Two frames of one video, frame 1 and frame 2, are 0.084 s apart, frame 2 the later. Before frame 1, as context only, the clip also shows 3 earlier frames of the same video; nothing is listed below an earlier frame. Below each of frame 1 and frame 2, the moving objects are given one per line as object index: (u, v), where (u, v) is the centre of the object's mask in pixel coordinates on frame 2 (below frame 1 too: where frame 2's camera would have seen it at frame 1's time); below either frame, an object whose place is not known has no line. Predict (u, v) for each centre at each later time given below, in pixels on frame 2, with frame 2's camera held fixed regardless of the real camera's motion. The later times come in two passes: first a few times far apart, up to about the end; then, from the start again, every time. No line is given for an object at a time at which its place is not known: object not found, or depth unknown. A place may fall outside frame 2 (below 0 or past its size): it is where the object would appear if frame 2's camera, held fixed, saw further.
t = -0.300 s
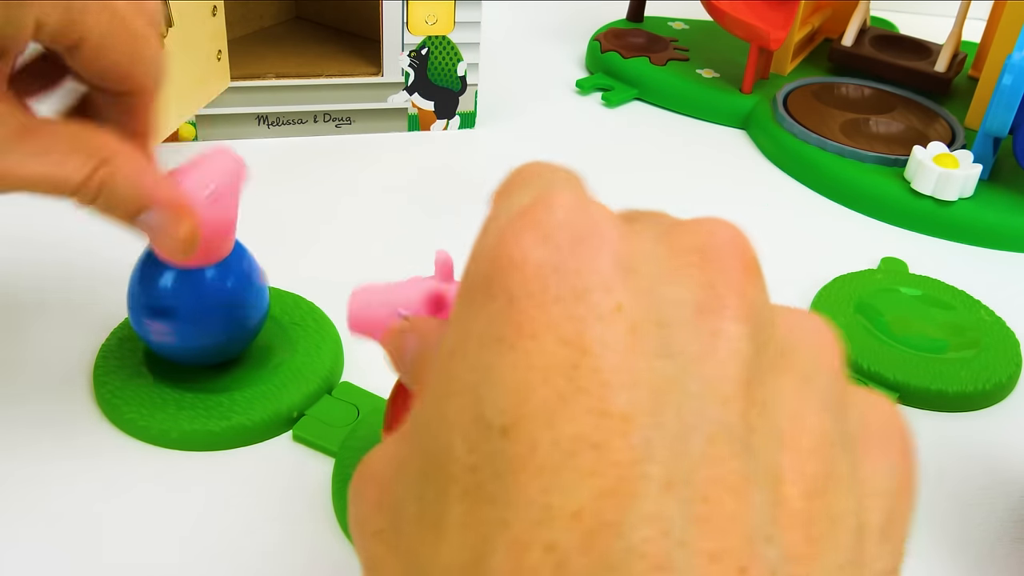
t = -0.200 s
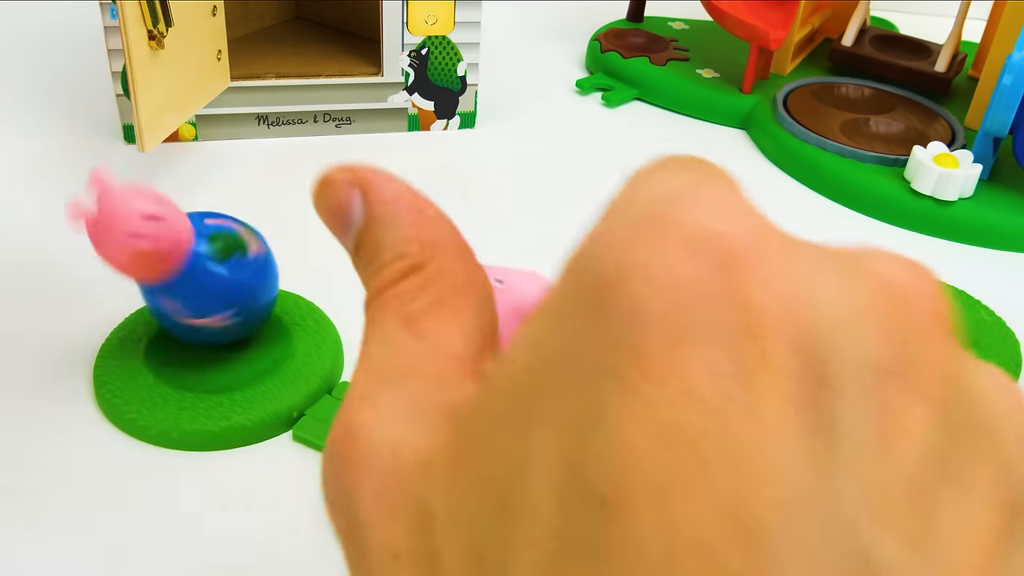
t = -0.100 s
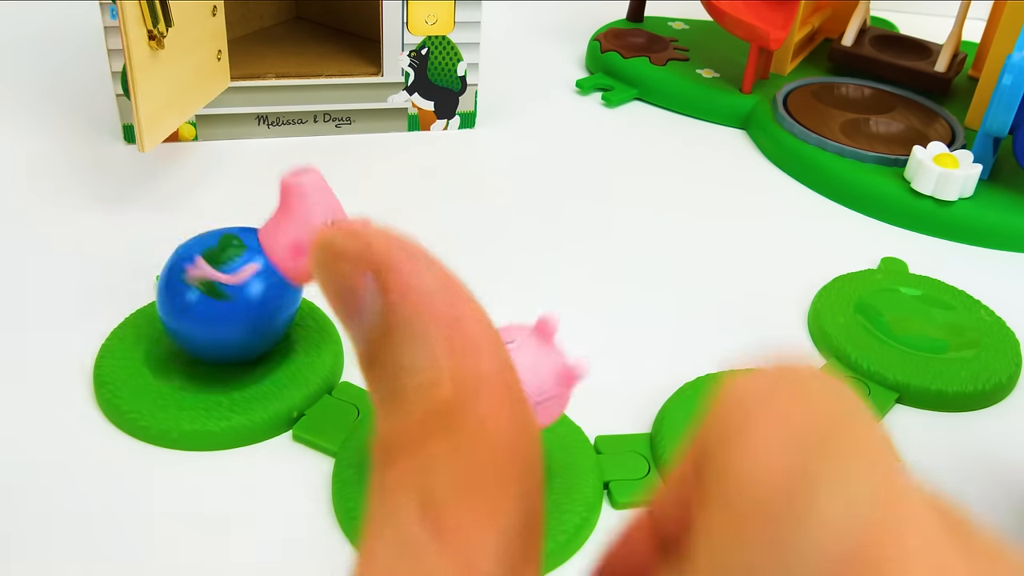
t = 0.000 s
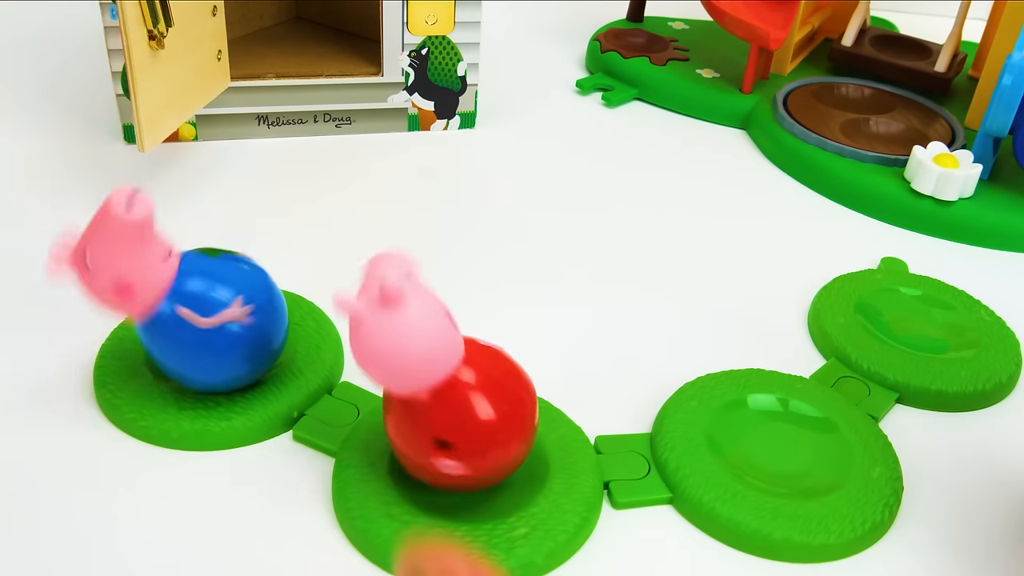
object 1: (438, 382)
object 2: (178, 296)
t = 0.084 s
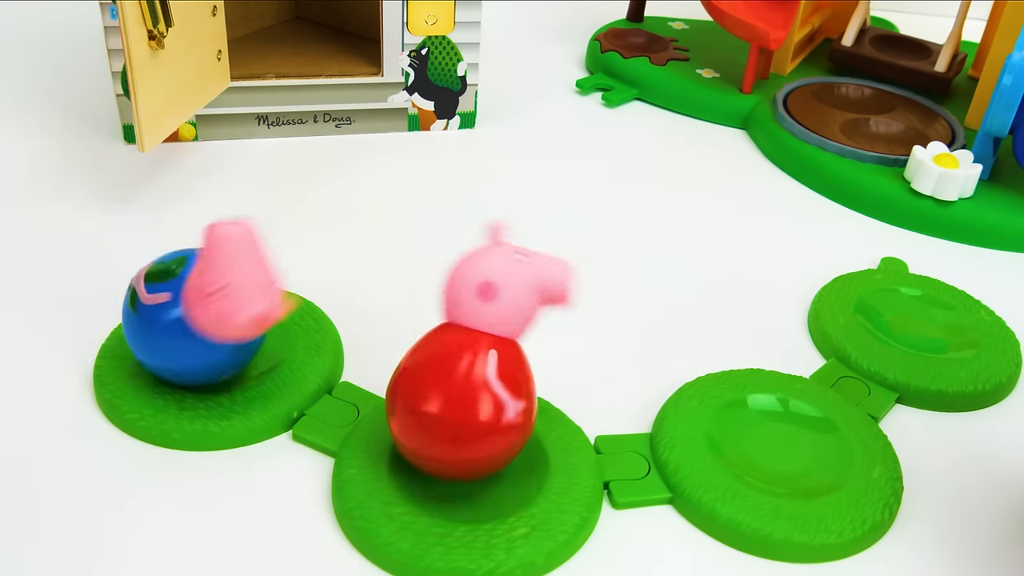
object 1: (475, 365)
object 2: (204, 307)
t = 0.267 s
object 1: (436, 390)
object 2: (162, 276)
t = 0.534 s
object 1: (474, 415)
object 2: (192, 300)
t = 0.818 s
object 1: (530, 418)
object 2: (164, 280)
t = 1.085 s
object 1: (474, 397)
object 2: (174, 283)
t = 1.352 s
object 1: (393, 413)
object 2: (221, 254)
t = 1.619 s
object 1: (489, 420)
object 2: (241, 294)
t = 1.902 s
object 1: (496, 367)
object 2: (179, 283)
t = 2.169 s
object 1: (460, 371)
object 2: (220, 262)
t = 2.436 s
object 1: (460, 418)
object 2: (168, 265)
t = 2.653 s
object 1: (488, 392)
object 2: (249, 265)
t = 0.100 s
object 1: (485, 366)
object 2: (211, 296)
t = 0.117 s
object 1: (493, 370)
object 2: (212, 285)
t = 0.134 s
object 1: (497, 376)
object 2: (207, 276)
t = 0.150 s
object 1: (496, 382)
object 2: (198, 269)
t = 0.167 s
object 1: (493, 388)
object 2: (186, 265)
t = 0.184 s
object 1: (486, 393)
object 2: (174, 262)
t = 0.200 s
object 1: (475, 398)
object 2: (165, 264)
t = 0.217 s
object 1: (465, 399)
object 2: (158, 265)
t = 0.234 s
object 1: (458, 398)
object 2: (154, 267)
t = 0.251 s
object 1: (447, 394)
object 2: (154, 271)
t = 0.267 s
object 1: (436, 390)
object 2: (162, 276)
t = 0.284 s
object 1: (429, 383)
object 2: (180, 280)
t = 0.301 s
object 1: (428, 376)
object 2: (206, 284)
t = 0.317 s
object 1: (431, 370)
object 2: (218, 284)
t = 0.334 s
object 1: (437, 365)
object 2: (232, 279)
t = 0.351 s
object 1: (445, 361)
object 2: (250, 275)
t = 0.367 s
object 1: (454, 359)
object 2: (262, 272)
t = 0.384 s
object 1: (464, 359)
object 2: (266, 268)
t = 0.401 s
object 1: (475, 360)
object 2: (264, 267)
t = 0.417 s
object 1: (485, 361)
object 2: (257, 267)
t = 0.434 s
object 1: (495, 367)
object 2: (248, 267)
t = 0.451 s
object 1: (500, 375)
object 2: (238, 267)
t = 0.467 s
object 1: (503, 384)
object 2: (226, 270)
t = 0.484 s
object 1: (502, 393)
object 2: (214, 273)
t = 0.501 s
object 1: (497, 403)
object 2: (206, 282)
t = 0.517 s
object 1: (485, 411)
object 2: (197, 290)
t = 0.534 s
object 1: (474, 415)
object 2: (192, 300)
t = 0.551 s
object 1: (463, 416)
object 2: (191, 308)
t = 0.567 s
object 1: (449, 418)
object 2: (198, 315)
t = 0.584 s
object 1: (436, 417)
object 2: (205, 319)
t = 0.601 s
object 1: (428, 412)
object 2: (207, 315)
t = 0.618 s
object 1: (424, 406)
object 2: (210, 306)
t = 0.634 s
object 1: (424, 398)
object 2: (213, 298)
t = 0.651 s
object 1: (429, 392)
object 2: (213, 289)
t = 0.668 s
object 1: (438, 386)
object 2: (209, 281)
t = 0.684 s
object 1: (450, 384)
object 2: (202, 274)
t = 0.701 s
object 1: (461, 382)
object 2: (193, 269)
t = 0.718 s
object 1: (473, 381)
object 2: (182, 267)
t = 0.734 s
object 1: (485, 382)
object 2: (171, 266)
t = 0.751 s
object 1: (498, 384)
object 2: (161, 266)
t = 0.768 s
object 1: (511, 389)
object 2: (153, 268)
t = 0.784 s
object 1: (521, 396)
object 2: (151, 271)
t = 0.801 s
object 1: (528, 406)
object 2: (155, 276)
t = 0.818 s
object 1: (530, 418)
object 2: (164, 280)
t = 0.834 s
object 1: (528, 431)
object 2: (178, 283)
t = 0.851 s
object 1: (516, 440)
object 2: (197, 285)
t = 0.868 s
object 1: (500, 447)
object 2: (218, 288)
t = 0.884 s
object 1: (483, 450)
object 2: (229, 289)
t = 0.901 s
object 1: (467, 451)
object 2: (248, 285)
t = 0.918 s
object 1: (453, 450)
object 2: (264, 279)
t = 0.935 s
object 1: (440, 444)
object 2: (274, 274)
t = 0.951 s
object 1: (431, 437)
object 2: (277, 271)
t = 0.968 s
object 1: (426, 427)
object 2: (272, 270)
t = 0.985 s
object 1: (423, 418)
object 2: (263, 271)
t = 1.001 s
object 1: (426, 409)
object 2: (251, 272)
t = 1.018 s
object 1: (434, 404)
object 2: (239, 272)
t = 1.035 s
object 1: (444, 400)
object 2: (224, 271)
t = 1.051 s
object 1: (454, 398)
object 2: (208, 272)
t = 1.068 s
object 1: (464, 397)
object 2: (190, 275)
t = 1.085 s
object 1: (474, 397)
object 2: (174, 283)
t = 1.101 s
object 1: (485, 397)
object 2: (160, 292)
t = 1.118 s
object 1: (497, 399)
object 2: (150, 302)
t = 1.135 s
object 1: (509, 402)
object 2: (146, 314)
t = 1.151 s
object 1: (519, 407)
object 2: (146, 321)
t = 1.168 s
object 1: (528, 417)
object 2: (154, 325)
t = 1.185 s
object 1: (535, 427)
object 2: (167, 324)
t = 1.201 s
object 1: (534, 437)
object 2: (178, 319)
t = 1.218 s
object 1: (526, 444)
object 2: (185, 312)
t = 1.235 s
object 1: (512, 450)
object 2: (198, 306)
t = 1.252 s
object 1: (492, 454)
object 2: (211, 296)
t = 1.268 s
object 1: (471, 454)
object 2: (221, 286)
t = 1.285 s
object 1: (456, 450)
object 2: (225, 277)
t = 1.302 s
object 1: (435, 445)
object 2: (228, 268)
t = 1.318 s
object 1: (415, 437)
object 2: (227, 262)
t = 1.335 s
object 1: (402, 426)
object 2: (224, 258)
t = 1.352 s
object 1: (393, 413)
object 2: (221, 254)
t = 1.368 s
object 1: (391, 403)
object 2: (219, 252)
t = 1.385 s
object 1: (395, 395)
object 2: (216, 253)
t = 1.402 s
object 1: (402, 388)
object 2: (212, 254)
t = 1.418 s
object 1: (411, 382)
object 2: (207, 255)
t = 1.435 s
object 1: (423, 380)
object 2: (204, 258)
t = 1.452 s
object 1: (434, 378)
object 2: (202, 262)
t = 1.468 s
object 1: (446, 379)
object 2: (202, 268)
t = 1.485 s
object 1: (456, 379)
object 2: (204, 273)
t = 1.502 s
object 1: (467, 382)
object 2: (208, 279)
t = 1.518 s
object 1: (476, 385)
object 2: (215, 285)
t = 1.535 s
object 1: (484, 390)
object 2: (226, 293)
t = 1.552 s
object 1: (490, 395)
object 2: (233, 297)
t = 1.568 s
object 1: (494, 401)
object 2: (240, 299)
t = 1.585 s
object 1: (495, 408)
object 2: (244, 298)
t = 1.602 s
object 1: (495, 415)
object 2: (245, 297)
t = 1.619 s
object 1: (489, 420)
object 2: (241, 294)
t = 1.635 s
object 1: (480, 424)
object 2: (235, 291)
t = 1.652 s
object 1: (467, 425)
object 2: (227, 287)
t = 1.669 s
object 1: (454, 423)
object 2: (218, 283)
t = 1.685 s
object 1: (441, 419)
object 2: (208, 279)
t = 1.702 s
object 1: (429, 416)
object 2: (197, 276)
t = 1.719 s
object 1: (418, 411)
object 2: (186, 273)
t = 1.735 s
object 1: (410, 404)
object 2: (175, 274)
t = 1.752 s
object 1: (407, 394)
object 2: (163, 274)
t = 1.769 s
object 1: (409, 386)
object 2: (154, 277)
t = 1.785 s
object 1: (414, 378)
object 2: (147, 280)
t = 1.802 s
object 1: (423, 370)
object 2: (143, 283)
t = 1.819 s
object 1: (433, 365)
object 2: (141, 285)
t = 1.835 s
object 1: (446, 360)
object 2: (143, 286)
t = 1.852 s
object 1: (459, 359)
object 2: (148, 286)
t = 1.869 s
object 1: (472, 360)
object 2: (157, 286)
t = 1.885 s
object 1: (485, 363)
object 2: (168, 284)
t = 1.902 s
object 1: (496, 367)
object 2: (179, 283)
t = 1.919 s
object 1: (506, 370)
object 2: (186, 281)
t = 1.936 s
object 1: (514, 374)
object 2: (194, 278)
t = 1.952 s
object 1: (518, 381)
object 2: (206, 272)
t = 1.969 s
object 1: (519, 386)
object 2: (218, 266)
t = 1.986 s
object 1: (517, 392)
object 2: (228, 262)
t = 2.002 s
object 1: (512, 395)
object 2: (236, 259)
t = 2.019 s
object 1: (503, 397)
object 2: (241, 258)
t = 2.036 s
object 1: (496, 399)
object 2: (243, 258)
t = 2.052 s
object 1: (491, 401)
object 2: (243, 258)
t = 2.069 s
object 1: (485, 400)
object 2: (242, 260)
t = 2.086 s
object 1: (476, 395)
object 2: (239, 261)
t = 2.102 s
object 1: (469, 390)
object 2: (237, 260)
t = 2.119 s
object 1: (463, 384)
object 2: (234, 259)
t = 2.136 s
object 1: (460, 379)
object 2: (230, 259)
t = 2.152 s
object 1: (460, 375)
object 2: (225, 260)
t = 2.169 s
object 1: (460, 371)
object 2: (220, 262)
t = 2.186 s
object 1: (462, 368)
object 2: (217, 266)
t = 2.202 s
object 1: (466, 366)
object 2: (215, 271)
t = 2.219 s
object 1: (472, 365)
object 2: (215, 277)
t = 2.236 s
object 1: (478, 366)
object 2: (217, 282)
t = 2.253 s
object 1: (485, 368)
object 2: (218, 286)
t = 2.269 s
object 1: (491, 370)
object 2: (217, 288)
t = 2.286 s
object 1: (496, 373)
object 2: (215, 289)
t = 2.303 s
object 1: (498, 380)
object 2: (213, 288)
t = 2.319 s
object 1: (499, 386)
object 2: (209, 285)
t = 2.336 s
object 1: (497, 393)
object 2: (205, 280)
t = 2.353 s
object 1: (493, 400)
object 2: (200, 276)
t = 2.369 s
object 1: (488, 407)
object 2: (194, 273)
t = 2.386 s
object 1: (483, 413)
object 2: (187, 269)
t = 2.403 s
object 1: (475, 417)
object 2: (180, 267)
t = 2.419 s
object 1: (468, 419)
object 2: (173, 265)
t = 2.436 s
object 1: (460, 418)
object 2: (168, 265)
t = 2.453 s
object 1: (455, 417)
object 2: (165, 265)
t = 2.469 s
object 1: (452, 413)
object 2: (164, 266)
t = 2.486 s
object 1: (451, 409)
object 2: (163, 266)
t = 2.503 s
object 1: (453, 405)
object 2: (164, 265)
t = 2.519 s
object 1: (455, 401)
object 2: (167, 265)
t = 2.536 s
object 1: (458, 397)
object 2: (174, 266)
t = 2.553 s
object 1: (462, 393)
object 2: (184, 266)
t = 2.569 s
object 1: (467, 391)
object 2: (197, 268)
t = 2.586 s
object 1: (472, 390)
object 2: (210, 270)
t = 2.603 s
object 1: (477, 391)
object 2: (221, 270)
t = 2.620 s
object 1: (481, 391)
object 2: (232, 268)
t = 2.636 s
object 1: (485, 392)
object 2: (241, 266)
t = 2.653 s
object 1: (488, 392)
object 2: (249, 265)
